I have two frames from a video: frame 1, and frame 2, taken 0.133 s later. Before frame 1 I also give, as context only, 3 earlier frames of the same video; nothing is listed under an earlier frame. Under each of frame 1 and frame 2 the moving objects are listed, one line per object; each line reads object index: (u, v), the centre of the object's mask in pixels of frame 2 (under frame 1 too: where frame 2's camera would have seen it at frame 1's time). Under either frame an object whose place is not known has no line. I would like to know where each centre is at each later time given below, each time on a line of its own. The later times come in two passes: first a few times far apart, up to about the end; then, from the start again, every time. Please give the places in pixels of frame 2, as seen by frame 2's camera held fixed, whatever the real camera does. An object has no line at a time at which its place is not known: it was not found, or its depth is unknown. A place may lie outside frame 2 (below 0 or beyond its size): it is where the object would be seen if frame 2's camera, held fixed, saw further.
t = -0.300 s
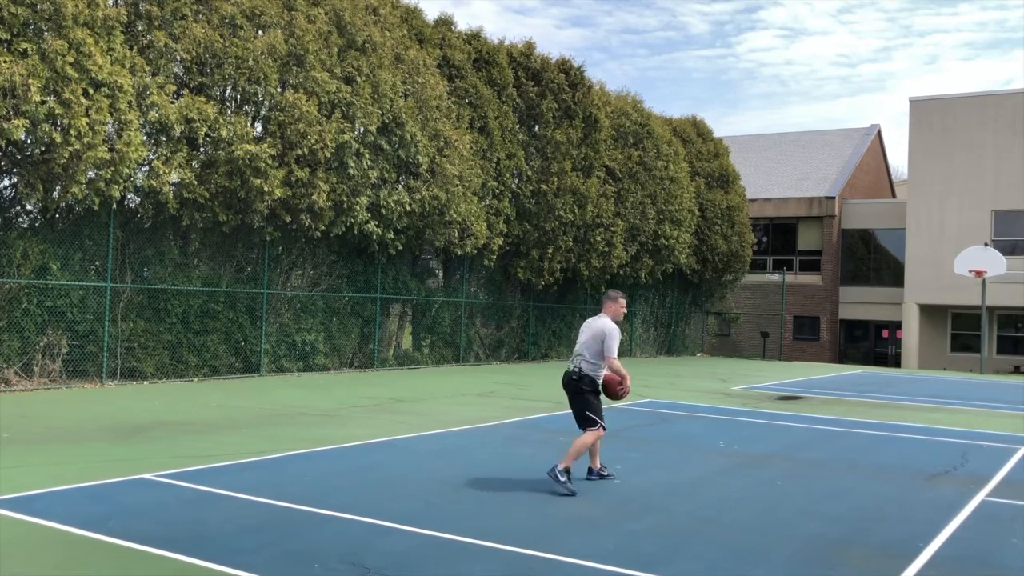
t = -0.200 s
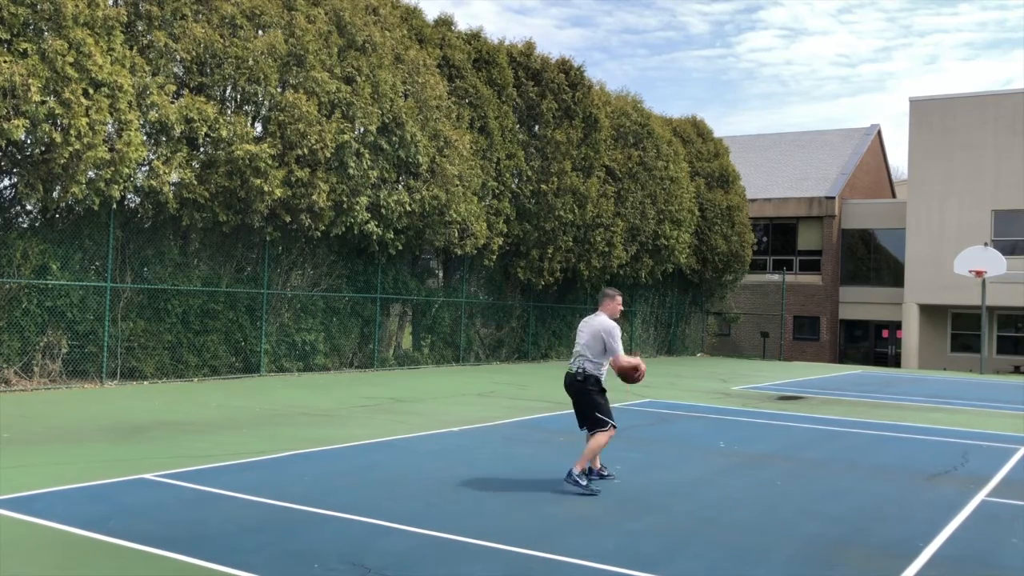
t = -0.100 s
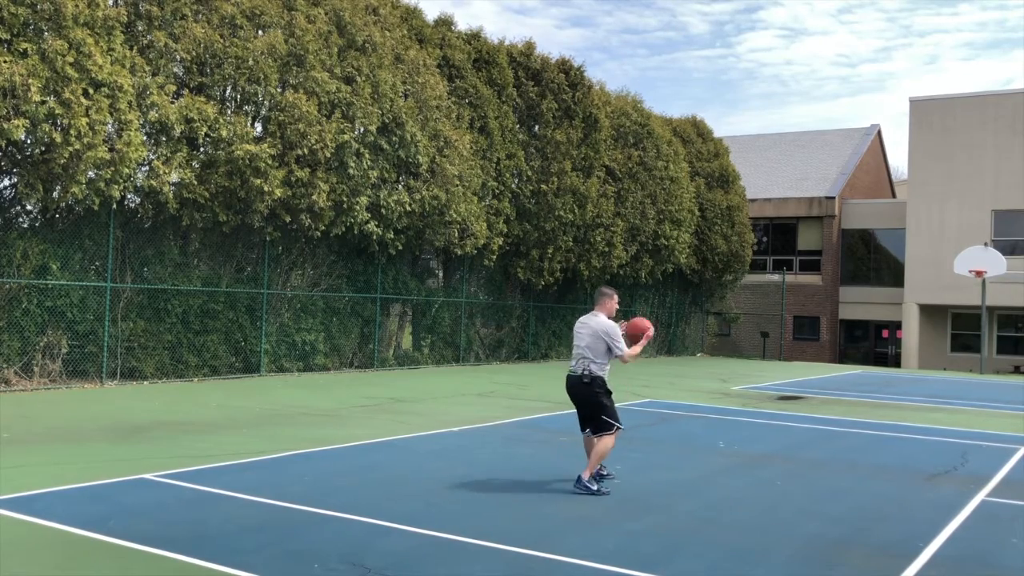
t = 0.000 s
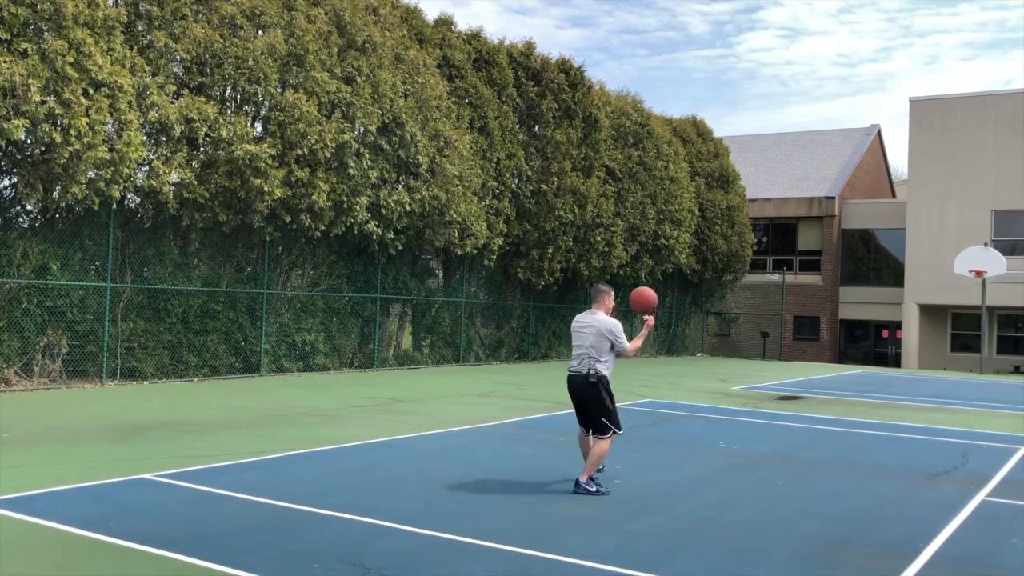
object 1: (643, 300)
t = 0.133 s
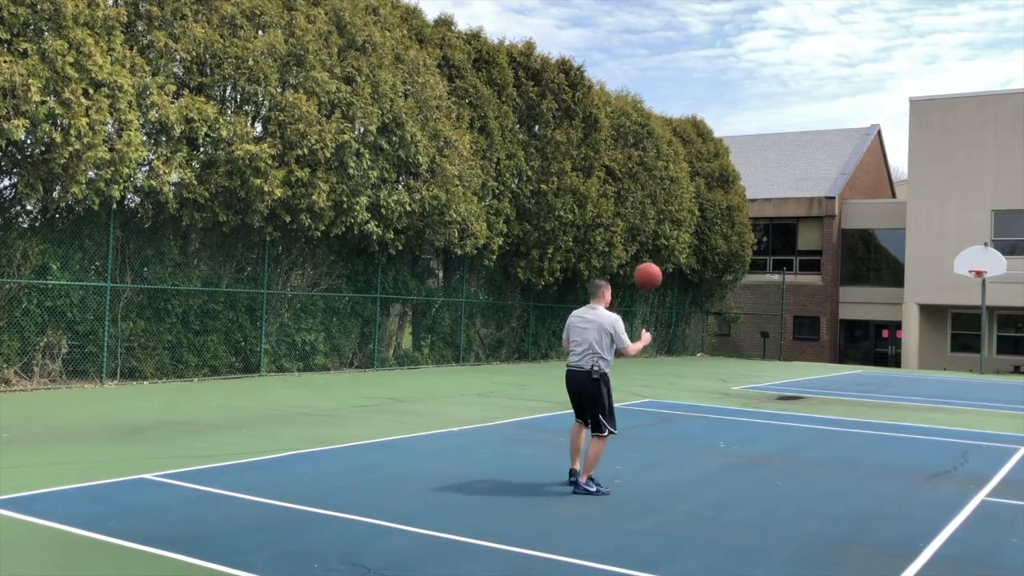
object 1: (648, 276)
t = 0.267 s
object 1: (651, 273)
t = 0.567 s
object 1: (659, 338)
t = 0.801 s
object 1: (664, 459)
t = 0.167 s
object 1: (649, 273)
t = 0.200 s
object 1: (650, 273)
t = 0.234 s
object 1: (650, 272)
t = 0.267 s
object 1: (651, 273)
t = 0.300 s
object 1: (652, 275)
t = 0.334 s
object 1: (653, 279)
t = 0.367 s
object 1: (654, 283)
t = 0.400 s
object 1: (655, 289)
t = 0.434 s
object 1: (656, 296)
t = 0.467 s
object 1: (657, 304)
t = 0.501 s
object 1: (658, 314)
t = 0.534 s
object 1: (658, 326)
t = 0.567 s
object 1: (659, 338)
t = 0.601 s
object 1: (660, 352)
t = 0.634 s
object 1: (661, 366)
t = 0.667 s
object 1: (661, 383)
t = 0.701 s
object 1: (662, 400)
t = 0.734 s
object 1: (663, 418)
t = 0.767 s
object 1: (663, 438)
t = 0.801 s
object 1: (664, 459)
